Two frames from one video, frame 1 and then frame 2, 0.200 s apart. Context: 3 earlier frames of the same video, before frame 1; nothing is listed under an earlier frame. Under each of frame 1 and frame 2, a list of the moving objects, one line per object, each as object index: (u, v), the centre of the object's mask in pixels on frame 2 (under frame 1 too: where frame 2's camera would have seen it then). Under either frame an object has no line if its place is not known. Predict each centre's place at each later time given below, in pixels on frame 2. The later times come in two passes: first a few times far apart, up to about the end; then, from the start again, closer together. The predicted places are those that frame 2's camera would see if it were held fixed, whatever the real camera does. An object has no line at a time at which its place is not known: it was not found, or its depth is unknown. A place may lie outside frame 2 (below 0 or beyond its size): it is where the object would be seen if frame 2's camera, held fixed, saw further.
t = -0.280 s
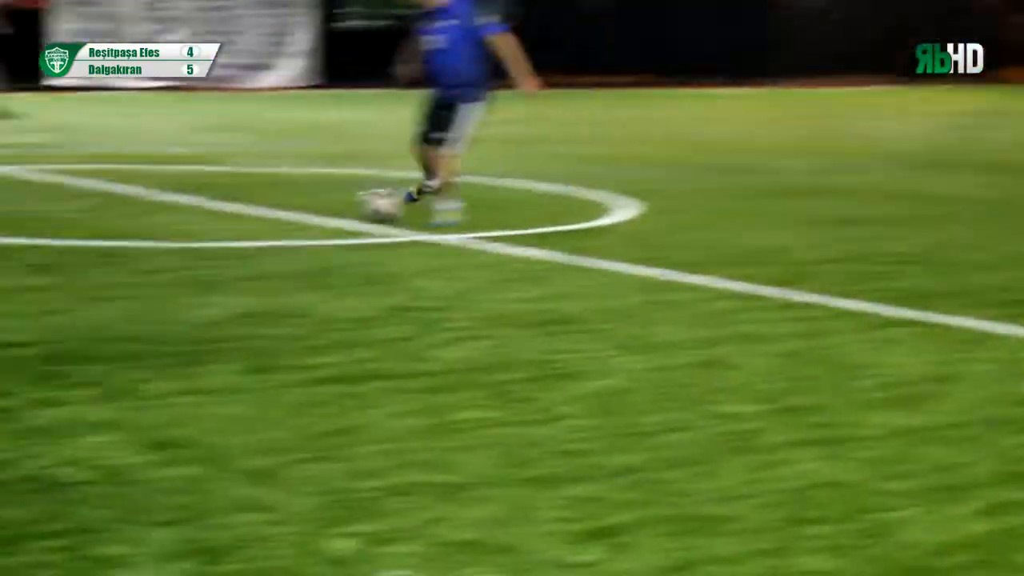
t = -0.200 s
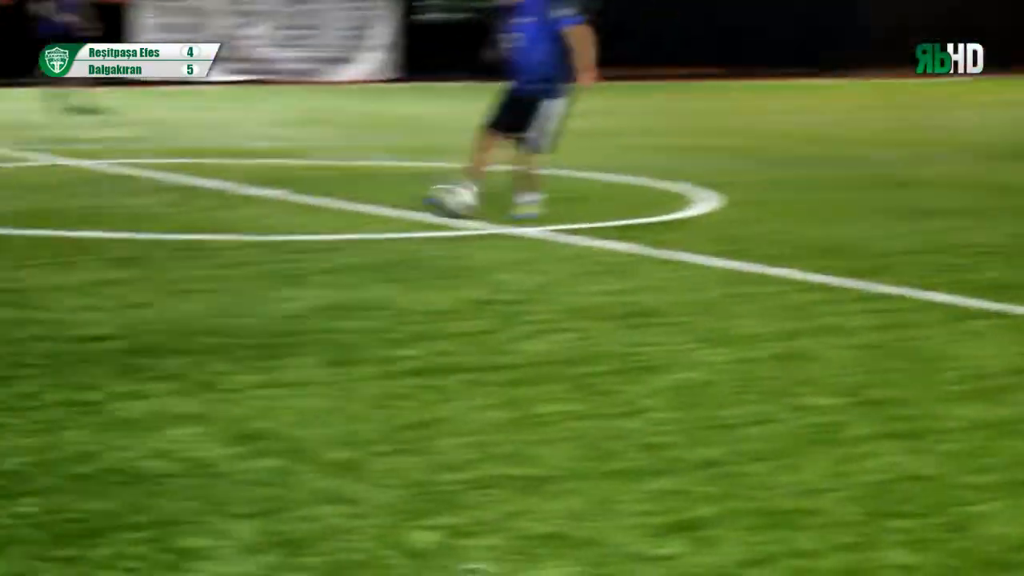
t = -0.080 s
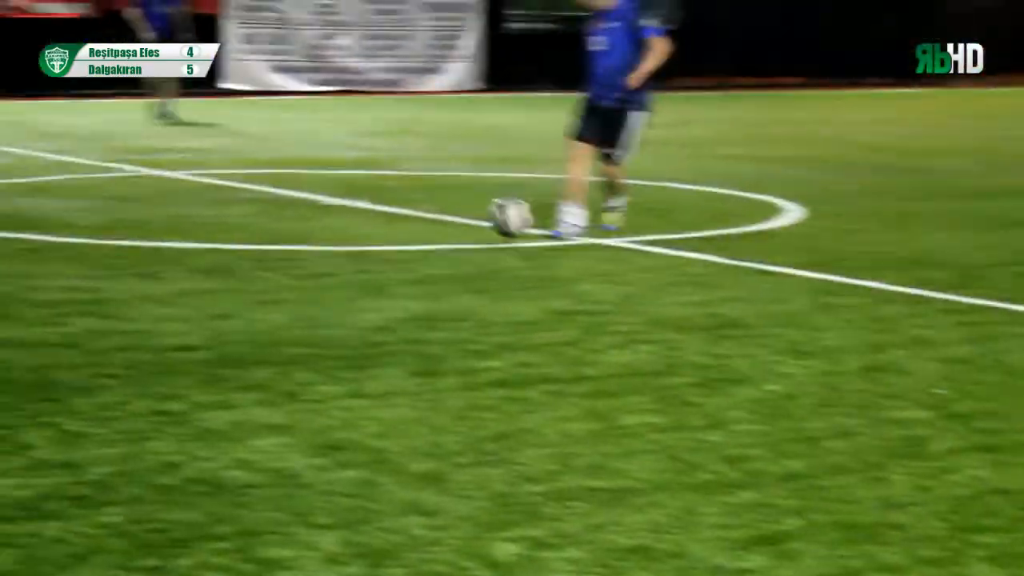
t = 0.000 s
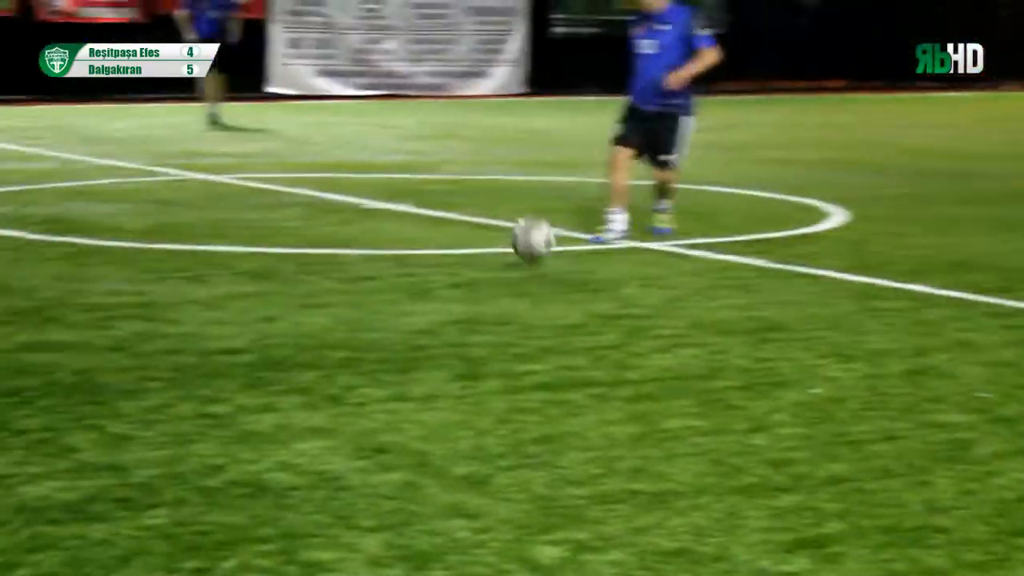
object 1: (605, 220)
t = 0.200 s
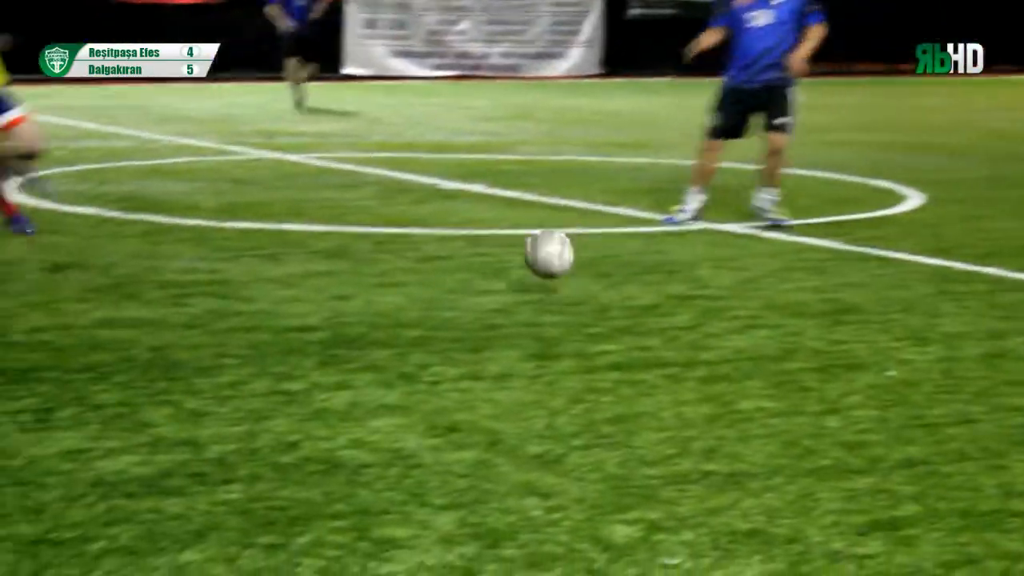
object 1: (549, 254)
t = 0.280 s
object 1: (523, 279)
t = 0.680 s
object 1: (352, 380)
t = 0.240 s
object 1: (535, 263)
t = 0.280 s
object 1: (523, 279)
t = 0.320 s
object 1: (508, 300)
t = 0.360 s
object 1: (494, 303)
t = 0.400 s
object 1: (482, 302)
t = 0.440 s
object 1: (466, 306)
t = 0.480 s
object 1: (450, 316)
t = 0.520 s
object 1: (431, 333)
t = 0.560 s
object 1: (412, 352)
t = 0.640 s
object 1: (373, 370)
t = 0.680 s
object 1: (352, 380)
